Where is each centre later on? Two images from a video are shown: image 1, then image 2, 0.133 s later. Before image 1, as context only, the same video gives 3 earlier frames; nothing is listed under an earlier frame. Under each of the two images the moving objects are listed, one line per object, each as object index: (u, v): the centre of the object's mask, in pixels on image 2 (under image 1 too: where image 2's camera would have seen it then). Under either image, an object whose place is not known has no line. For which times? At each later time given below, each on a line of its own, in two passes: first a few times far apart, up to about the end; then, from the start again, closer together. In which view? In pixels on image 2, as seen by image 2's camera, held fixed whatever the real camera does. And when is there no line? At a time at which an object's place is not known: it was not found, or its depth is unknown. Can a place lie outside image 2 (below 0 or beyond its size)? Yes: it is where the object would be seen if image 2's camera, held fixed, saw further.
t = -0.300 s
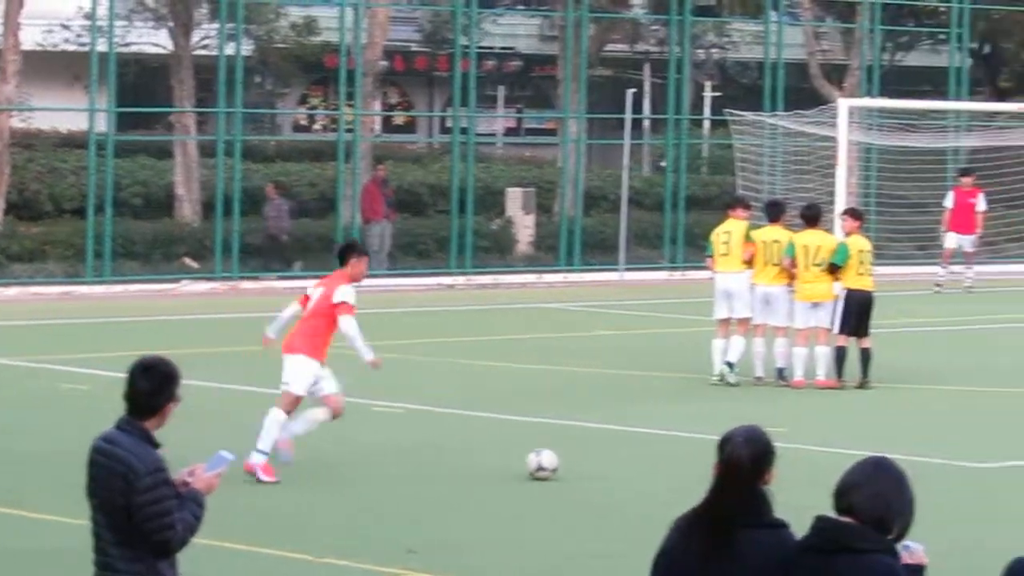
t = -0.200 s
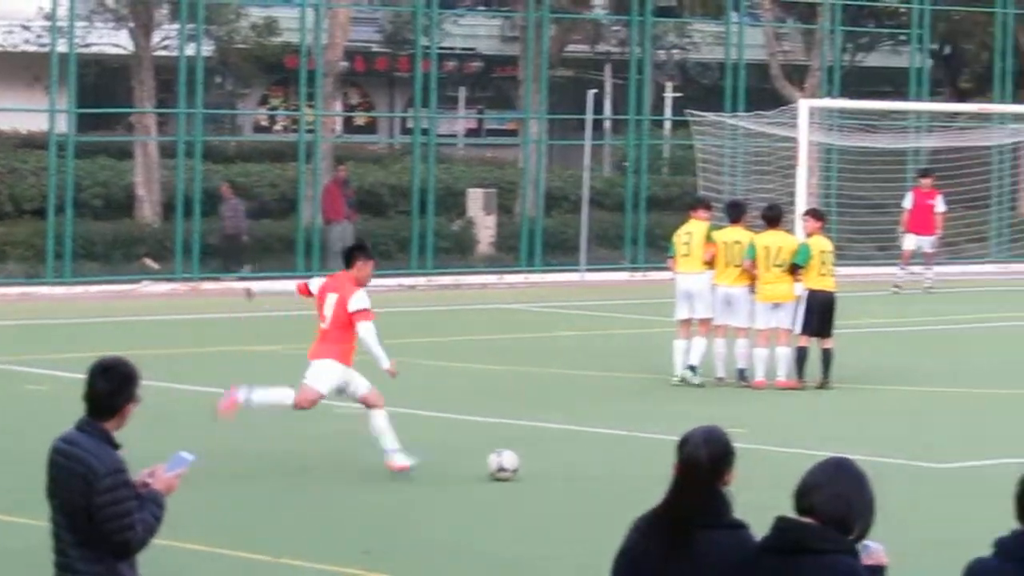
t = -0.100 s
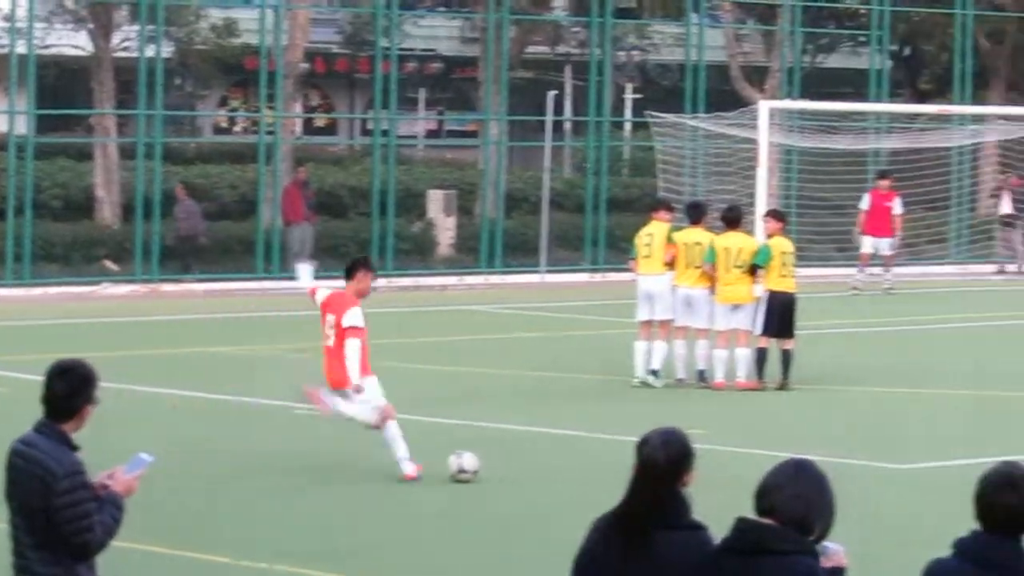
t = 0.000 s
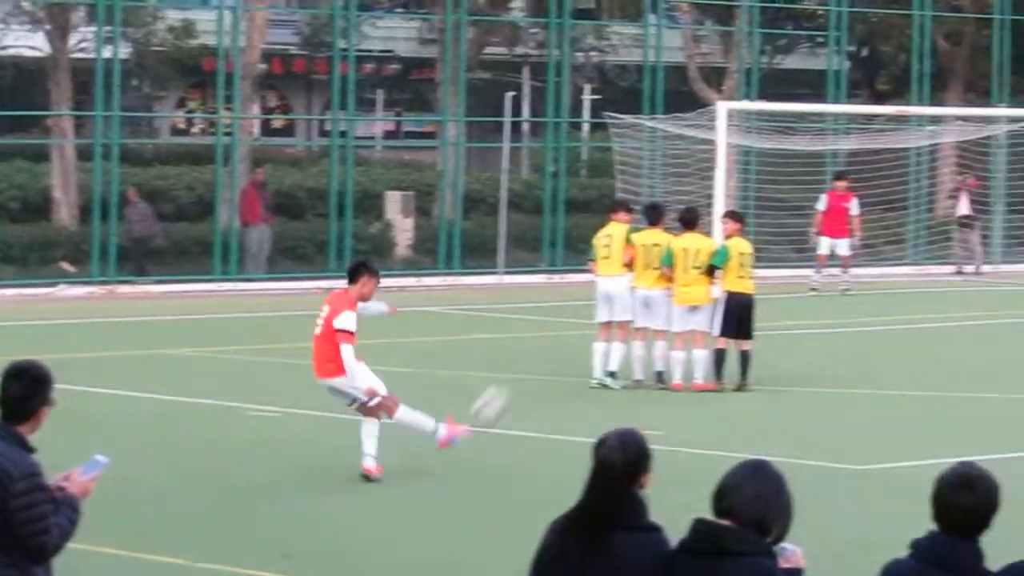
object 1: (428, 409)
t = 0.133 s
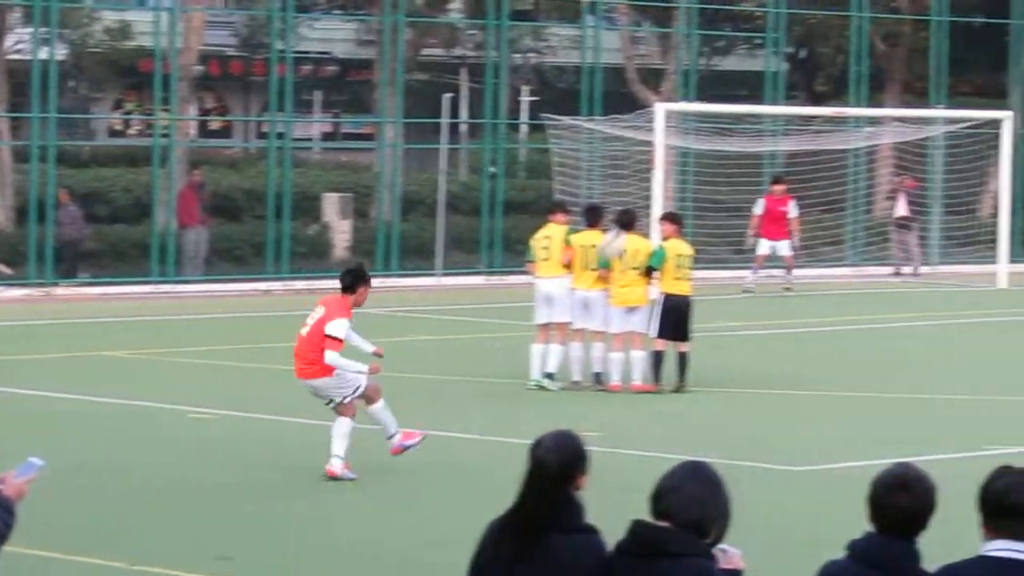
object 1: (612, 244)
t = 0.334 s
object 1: (788, 103)
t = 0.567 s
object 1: (898, 38)
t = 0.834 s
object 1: (953, 47)
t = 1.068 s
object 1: (966, 104)
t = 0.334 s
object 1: (788, 103)
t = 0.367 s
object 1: (809, 90)
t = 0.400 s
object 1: (827, 78)
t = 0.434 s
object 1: (845, 67)
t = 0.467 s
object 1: (860, 57)
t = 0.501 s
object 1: (874, 49)
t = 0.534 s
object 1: (887, 43)
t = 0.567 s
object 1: (898, 38)
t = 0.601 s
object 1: (908, 35)
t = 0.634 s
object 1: (917, 33)
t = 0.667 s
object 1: (925, 32)
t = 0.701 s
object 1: (932, 33)
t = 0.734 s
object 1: (938, 35)
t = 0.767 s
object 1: (944, 38)
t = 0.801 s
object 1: (949, 42)
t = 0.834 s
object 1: (953, 47)
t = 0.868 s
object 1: (956, 53)
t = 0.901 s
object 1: (959, 59)
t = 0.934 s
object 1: (962, 67)
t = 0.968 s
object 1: (964, 75)
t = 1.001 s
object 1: (965, 84)
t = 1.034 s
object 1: (966, 94)
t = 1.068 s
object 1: (966, 104)
